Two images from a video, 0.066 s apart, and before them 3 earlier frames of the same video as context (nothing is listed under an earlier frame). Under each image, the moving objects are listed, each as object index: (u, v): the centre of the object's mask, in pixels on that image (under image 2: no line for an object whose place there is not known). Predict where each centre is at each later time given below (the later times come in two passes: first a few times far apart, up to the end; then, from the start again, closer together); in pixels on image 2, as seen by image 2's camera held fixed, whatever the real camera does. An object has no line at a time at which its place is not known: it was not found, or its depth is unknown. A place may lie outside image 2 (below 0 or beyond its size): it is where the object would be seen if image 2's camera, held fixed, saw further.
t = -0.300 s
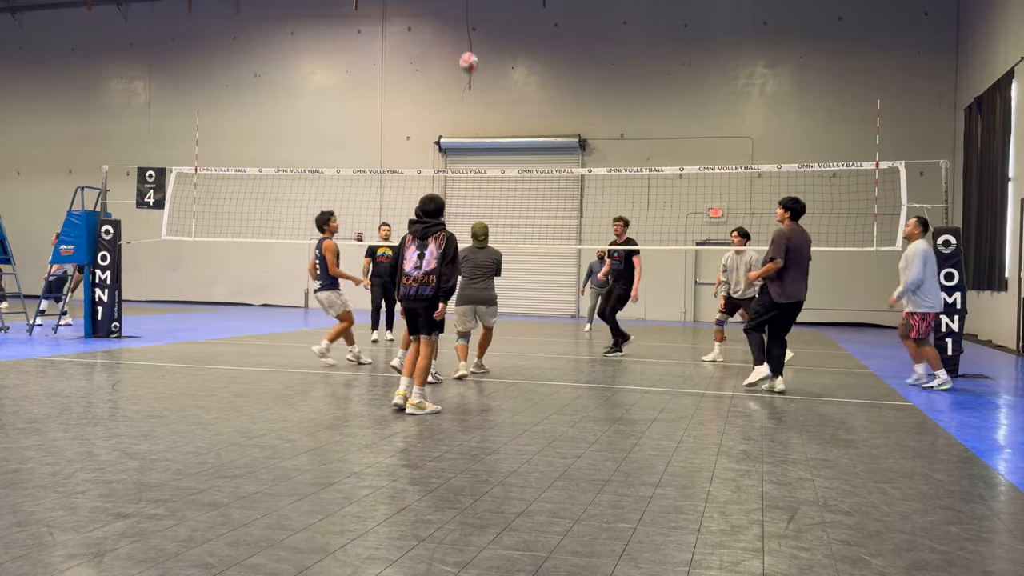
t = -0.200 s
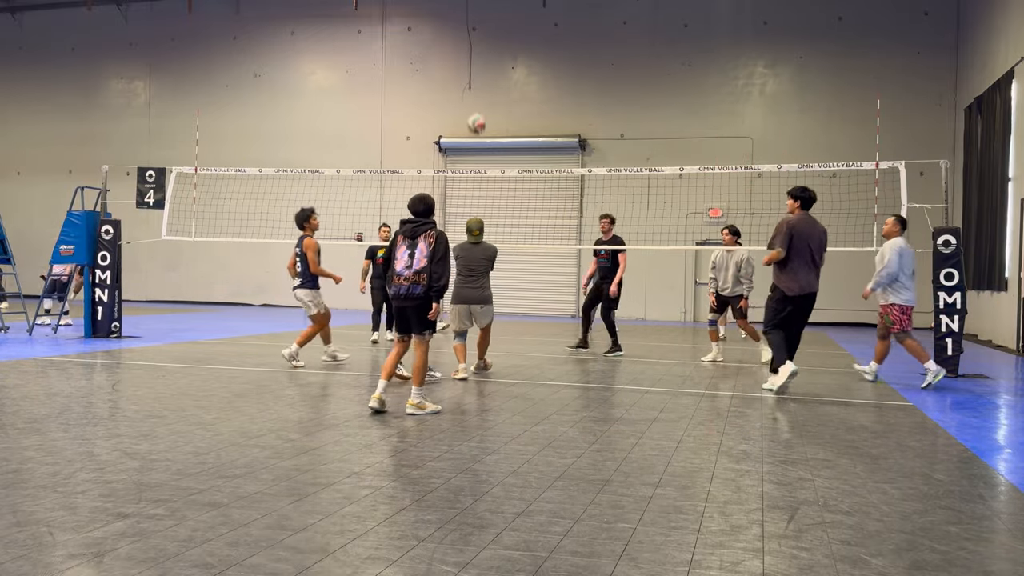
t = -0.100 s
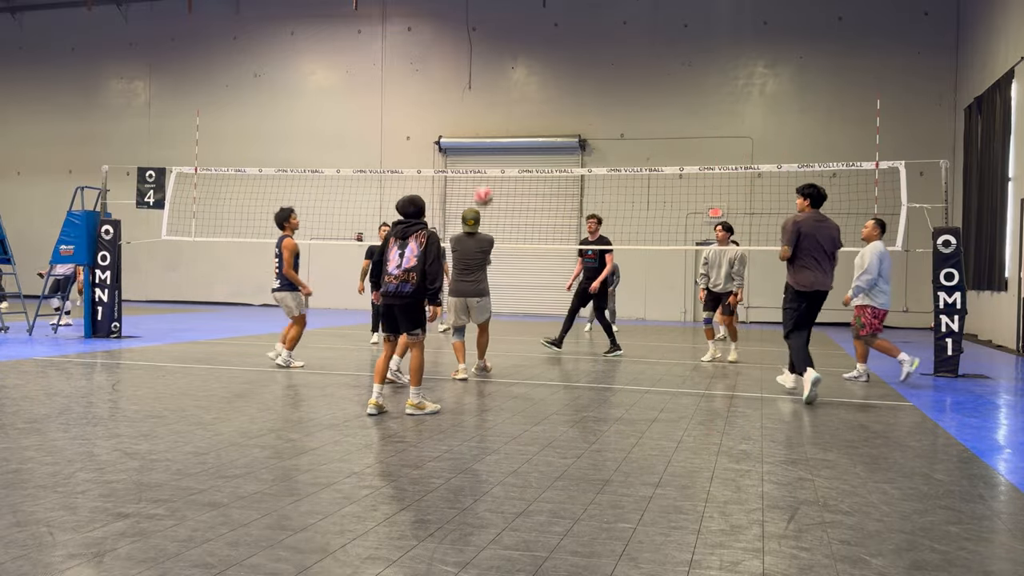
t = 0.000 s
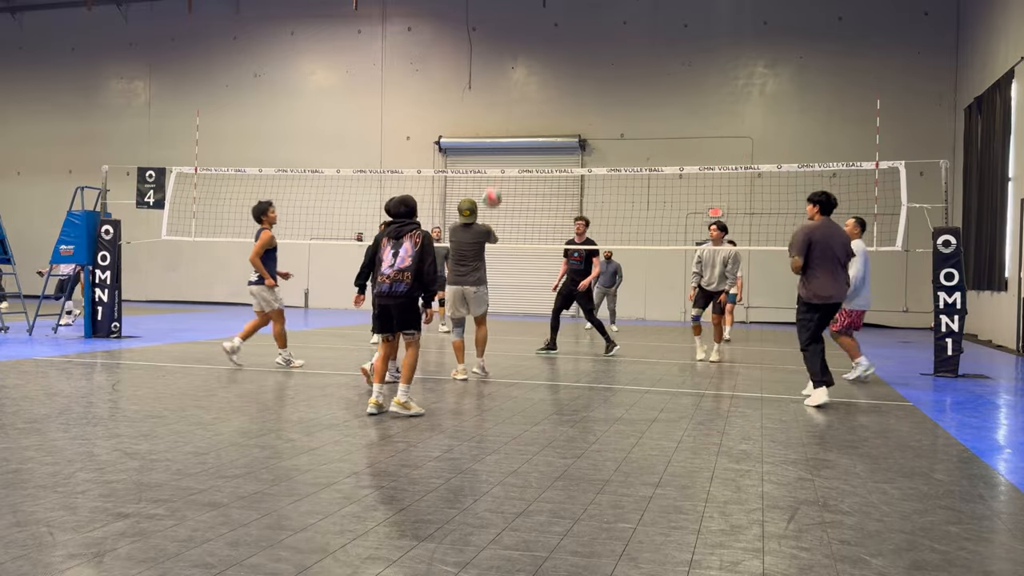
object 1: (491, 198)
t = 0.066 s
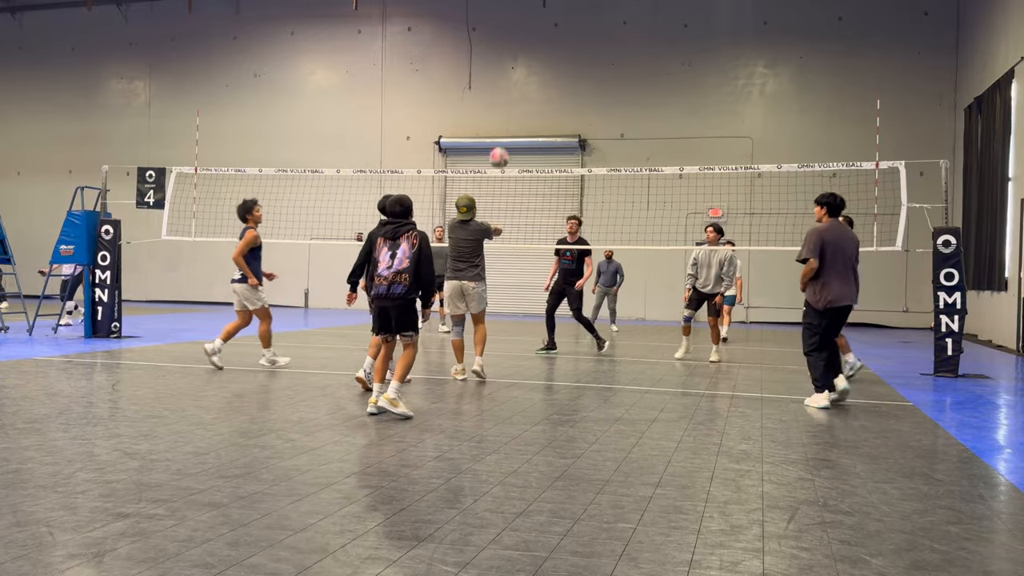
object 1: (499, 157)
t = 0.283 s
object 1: (520, 61)
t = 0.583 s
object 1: (547, 7)
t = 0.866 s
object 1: (569, 31)
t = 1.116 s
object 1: (585, 111)
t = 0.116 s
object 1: (503, 131)
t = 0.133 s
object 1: (505, 123)
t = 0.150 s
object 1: (507, 115)
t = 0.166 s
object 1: (508, 108)
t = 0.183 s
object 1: (510, 99)
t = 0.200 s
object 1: (511, 92)
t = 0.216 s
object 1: (513, 85)
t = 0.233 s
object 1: (515, 79)
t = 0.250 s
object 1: (516, 72)
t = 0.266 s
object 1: (518, 66)
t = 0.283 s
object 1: (520, 61)
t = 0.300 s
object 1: (522, 55)
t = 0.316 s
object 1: (523, 50)
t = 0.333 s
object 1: (525, 45)
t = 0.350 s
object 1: (526, 41)
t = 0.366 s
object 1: (528, 36)
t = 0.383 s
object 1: (529, 32)
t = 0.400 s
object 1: (531, 29)
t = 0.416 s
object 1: (532, 25)
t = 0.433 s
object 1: (533, 22)
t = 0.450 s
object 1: (535, 19)
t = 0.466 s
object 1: (537, 16)
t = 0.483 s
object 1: (538, 14)
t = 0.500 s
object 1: (540, 12)
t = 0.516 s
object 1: (541, 10)
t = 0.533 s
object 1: (543, 9)
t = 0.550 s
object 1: (544, 8)
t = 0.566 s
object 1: (546, 8)
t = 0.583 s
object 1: (547, 7)
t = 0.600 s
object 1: (548, 6)
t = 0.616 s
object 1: (549, 7)
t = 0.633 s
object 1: (551, 7)
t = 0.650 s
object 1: (552, 7)
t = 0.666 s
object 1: (554, 7)
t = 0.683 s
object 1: (555, 8)
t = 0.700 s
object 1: (556, 8)
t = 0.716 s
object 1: (557, 9)
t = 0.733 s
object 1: (559, 10)
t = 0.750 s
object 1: (560, 12)
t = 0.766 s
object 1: (562, 14)
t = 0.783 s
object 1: (563, 17)
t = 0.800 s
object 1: (564, 19)
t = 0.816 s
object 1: (565, 22)
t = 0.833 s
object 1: (567, 24)
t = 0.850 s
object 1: (568, 28)
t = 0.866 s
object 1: (569, 31)
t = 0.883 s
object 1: (570, 35)
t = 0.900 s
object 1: (571, 39)
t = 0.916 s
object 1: (573, 43)
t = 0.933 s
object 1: (574, 47)
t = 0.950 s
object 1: (575, 52)
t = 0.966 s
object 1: (576, 57)
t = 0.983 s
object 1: (577, 62)
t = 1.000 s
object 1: (578, 67)
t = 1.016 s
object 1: (579, 73)
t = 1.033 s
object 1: (580, 78)
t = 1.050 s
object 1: (581, 84)
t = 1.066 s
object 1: (583, 91)
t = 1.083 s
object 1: (584, 97)
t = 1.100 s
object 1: (585, 104)
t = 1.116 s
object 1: (585, 111)
